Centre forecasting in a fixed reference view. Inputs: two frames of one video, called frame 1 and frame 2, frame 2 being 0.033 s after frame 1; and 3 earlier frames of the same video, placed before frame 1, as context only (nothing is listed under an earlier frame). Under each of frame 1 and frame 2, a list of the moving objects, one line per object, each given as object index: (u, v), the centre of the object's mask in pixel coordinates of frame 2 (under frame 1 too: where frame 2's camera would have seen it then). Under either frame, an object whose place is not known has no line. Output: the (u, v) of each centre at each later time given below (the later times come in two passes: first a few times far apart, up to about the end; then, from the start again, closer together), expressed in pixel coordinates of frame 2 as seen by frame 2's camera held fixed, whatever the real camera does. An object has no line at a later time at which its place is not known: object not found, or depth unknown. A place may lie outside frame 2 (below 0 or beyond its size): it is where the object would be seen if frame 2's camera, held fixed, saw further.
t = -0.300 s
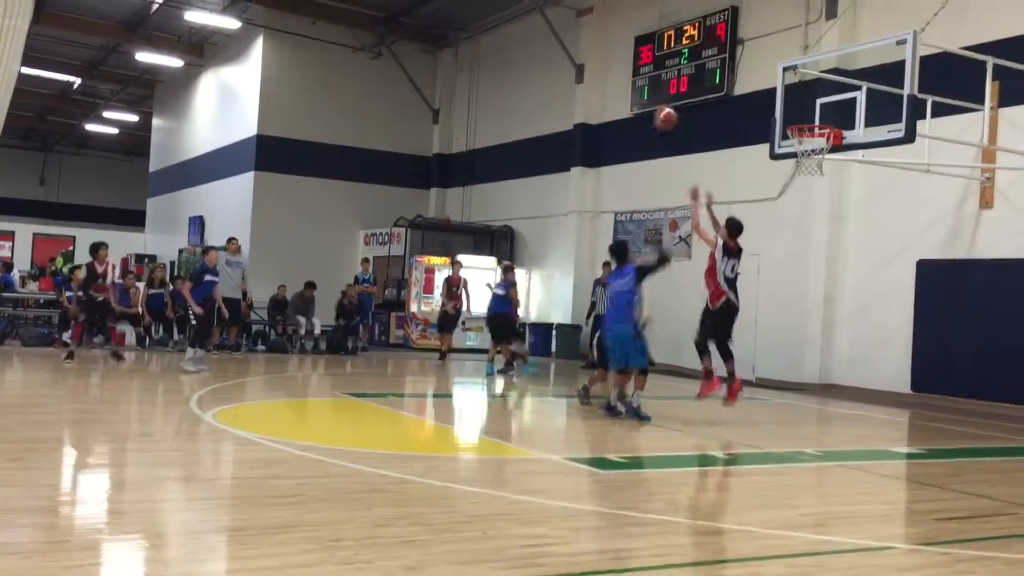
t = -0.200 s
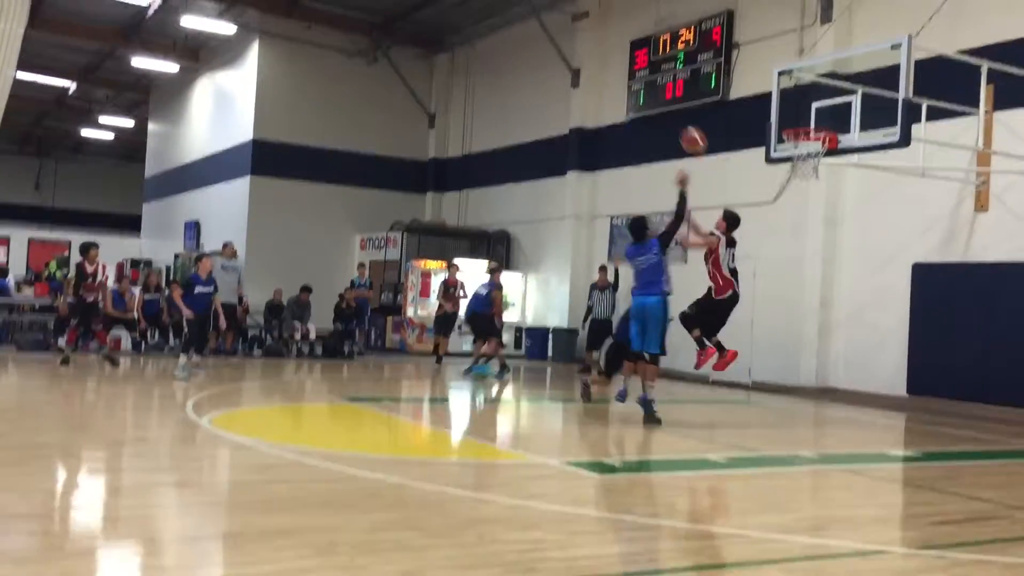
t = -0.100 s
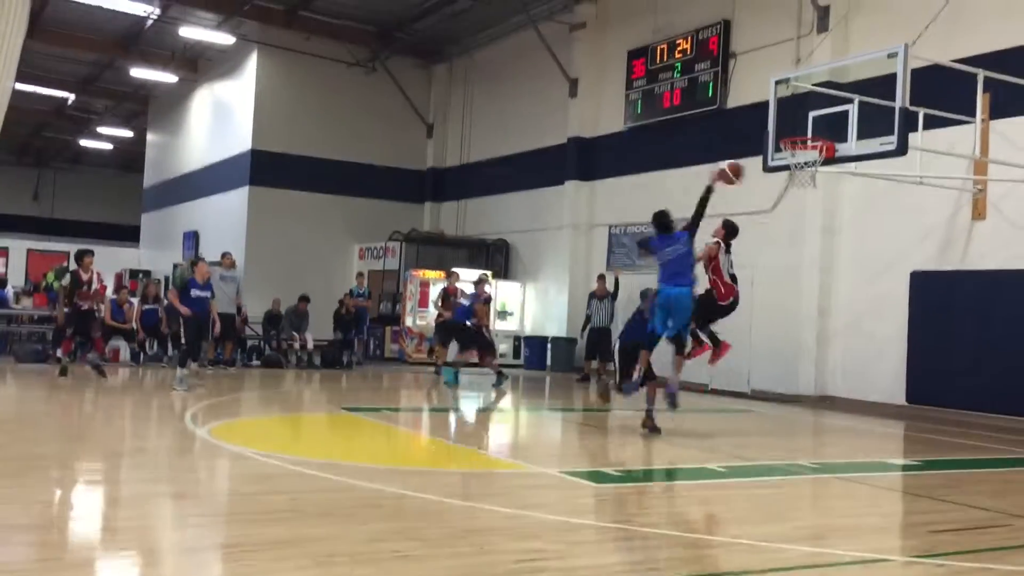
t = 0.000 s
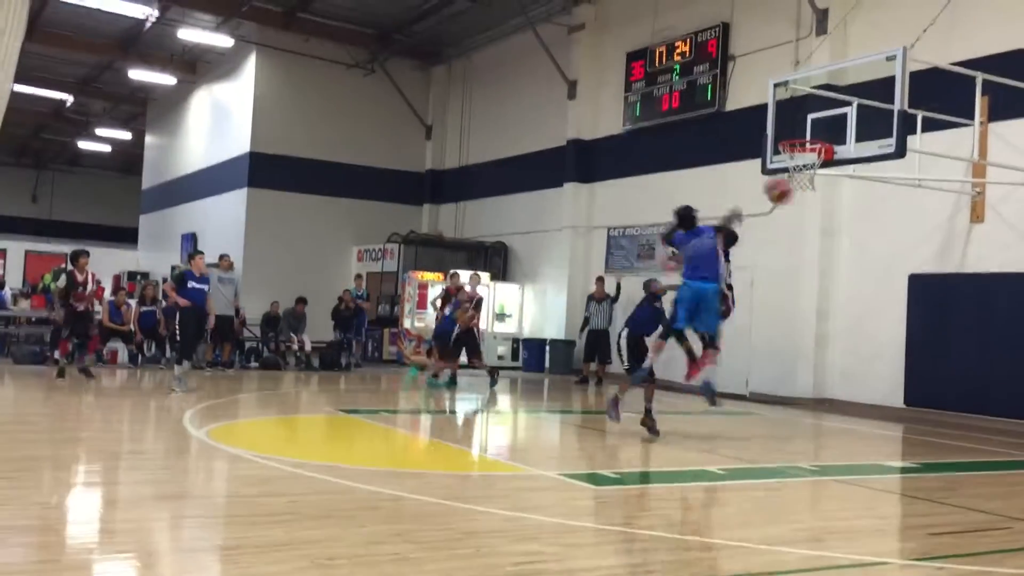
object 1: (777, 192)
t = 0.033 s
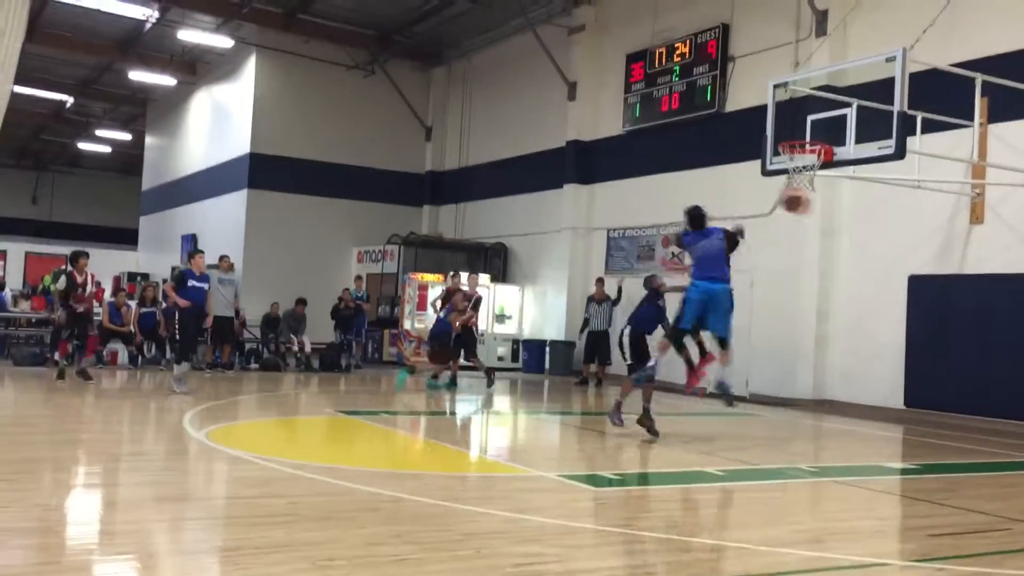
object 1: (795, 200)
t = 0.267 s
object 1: (931, 306)
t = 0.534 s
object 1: (1117, 458)
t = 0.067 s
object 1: (813, 210)
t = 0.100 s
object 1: (833, 222)
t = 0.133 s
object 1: (849, 233)
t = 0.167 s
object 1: (869, 249)
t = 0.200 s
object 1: (888, 265)
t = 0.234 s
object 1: (911, 286)
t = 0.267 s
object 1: (931, 306)
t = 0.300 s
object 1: (954, 331)
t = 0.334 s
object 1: (977, 357)
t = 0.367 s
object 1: (1001, 385)
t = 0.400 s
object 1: (1026, 417)
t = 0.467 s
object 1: (1079, 495)
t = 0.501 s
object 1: (1101, 482)
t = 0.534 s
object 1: (1117, 458)
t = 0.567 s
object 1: (1139, 438)
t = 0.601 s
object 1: (1161, 419)
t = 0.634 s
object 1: (1180, 398)
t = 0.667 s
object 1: (1203, 381)
